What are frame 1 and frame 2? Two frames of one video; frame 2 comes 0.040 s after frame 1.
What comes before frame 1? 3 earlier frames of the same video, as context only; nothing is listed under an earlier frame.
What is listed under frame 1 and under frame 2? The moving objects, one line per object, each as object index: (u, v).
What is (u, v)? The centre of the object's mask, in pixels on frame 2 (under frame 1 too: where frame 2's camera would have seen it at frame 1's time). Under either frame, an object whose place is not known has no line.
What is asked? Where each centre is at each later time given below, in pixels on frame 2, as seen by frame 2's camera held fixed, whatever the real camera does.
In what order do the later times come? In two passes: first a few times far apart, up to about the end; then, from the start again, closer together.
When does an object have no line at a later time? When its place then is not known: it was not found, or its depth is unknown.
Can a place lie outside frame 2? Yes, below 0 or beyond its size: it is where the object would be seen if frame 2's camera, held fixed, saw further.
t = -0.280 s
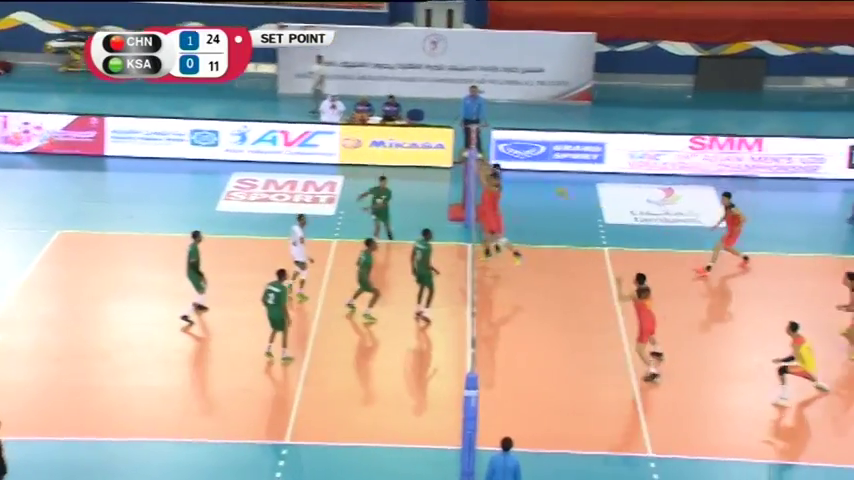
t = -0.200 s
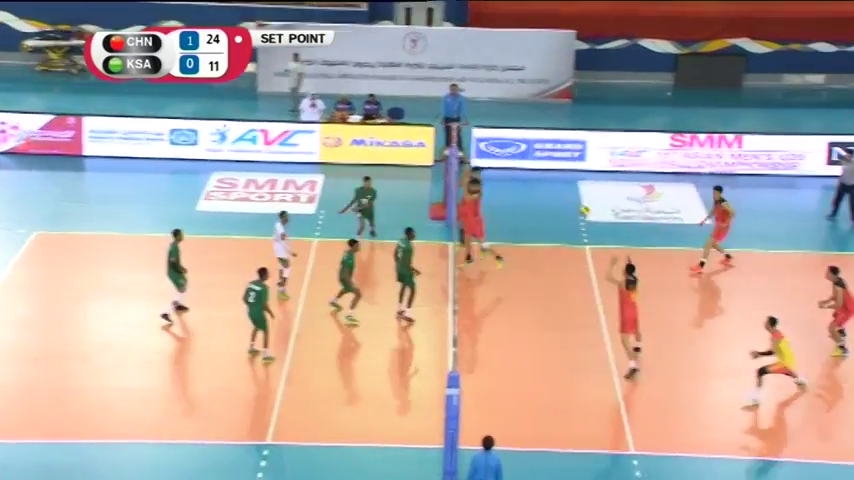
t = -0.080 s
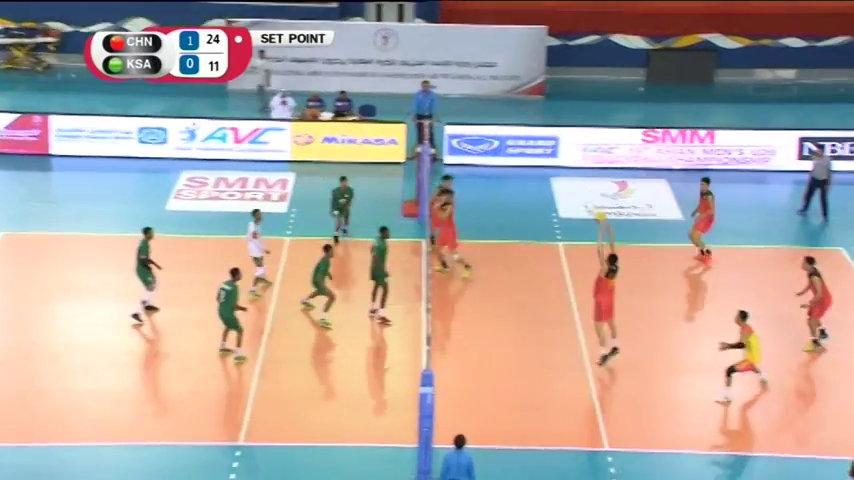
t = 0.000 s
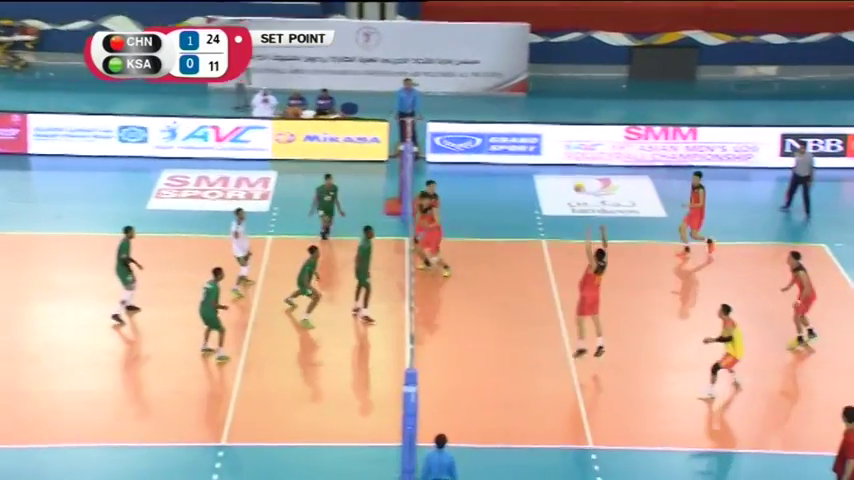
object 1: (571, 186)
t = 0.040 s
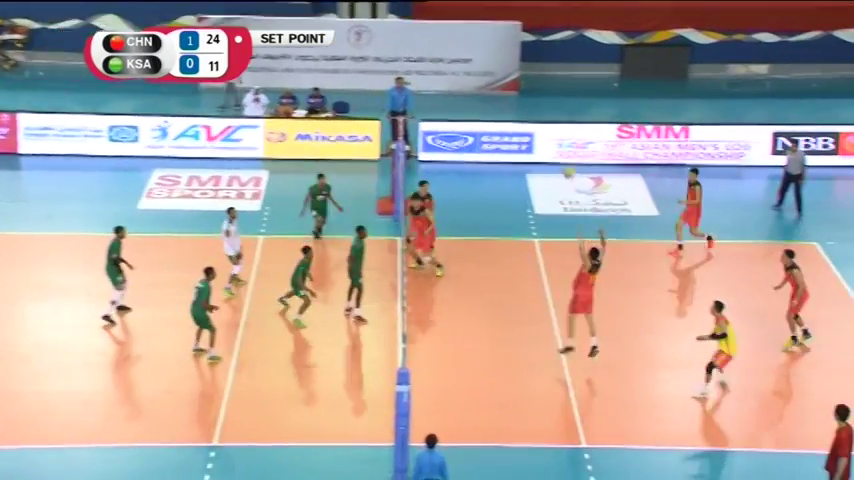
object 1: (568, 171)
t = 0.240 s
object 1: (555, 124)
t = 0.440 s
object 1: (542, 96)
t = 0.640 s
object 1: (528, 90)
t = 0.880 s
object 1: (511, 109)
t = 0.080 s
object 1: (566, 161)
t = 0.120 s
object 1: (563, 151)
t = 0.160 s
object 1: (561, 142)
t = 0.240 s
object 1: (555, 124)
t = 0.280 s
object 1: (552, 116)
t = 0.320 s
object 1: (550, 109)
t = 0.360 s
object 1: (548, 104)
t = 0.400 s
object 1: (545, 100)
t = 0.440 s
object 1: (542, 96)
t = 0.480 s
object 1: (539, 93)
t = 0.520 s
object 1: (537, 91)
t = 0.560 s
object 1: (534, 89)
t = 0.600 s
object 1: (531, 89)
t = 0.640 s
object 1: (528, 90)
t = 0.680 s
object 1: (525, 92)
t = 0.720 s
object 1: (522, 93)
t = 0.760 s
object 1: (519, 96)
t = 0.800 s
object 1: (516, 99)
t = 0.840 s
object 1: (514, 104)
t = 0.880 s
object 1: (511, 109)
